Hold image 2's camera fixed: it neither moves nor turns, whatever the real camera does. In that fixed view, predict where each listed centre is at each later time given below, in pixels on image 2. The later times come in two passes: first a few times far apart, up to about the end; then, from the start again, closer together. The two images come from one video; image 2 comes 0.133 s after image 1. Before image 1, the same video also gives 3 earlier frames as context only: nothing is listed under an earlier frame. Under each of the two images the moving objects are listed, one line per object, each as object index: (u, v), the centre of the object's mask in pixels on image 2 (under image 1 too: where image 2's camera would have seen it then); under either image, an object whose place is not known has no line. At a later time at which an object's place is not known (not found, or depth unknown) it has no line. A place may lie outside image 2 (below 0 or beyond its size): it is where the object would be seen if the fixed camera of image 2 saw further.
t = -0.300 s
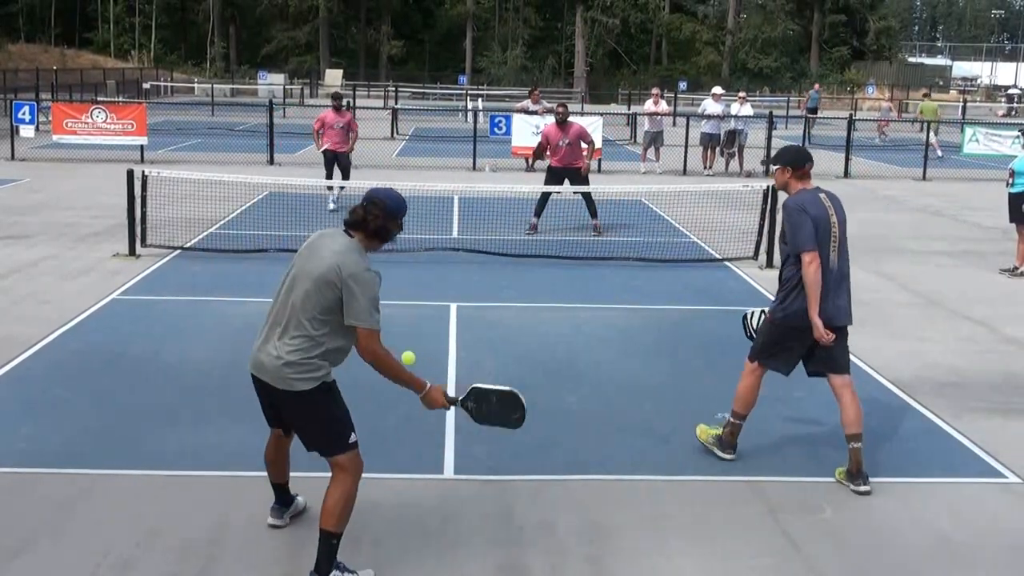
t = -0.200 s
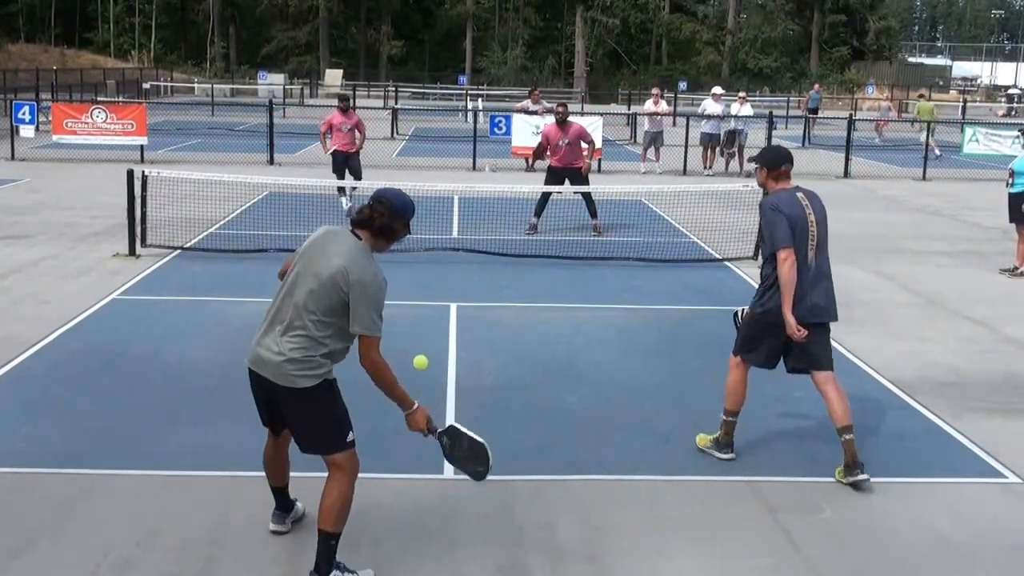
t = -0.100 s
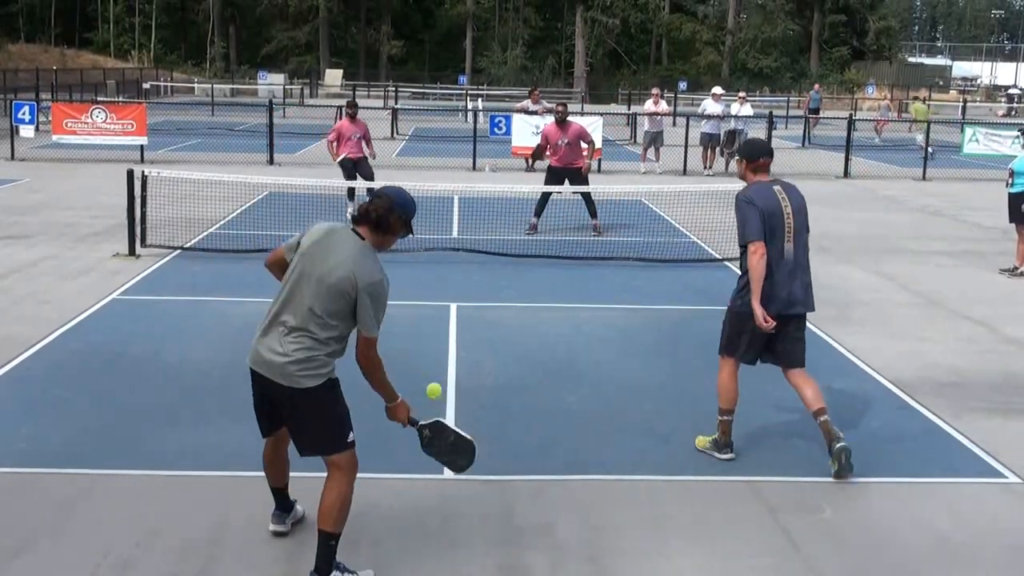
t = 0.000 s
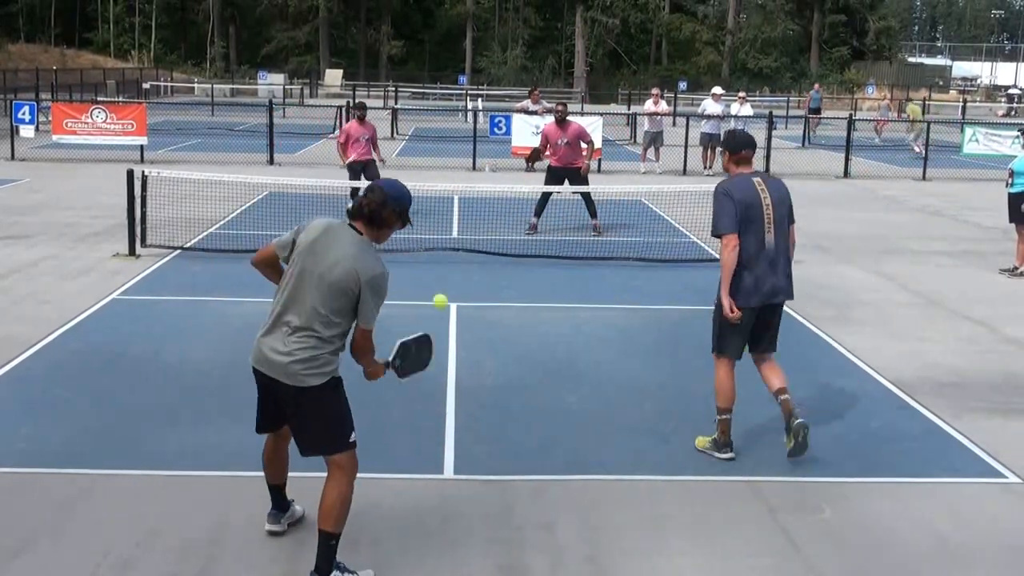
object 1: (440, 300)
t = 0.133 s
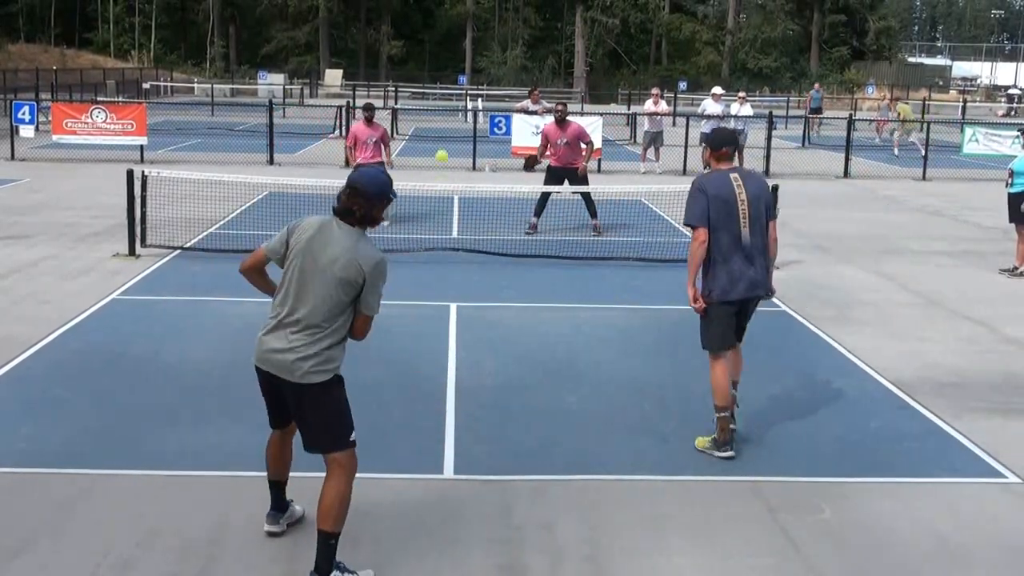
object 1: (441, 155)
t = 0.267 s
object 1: (443, 78)
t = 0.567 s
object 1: (445, 35)
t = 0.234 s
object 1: (443, 93)
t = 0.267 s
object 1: (443, 78)
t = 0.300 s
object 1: (444, 65)
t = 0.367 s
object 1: (444, 47)
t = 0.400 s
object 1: (445, 41)
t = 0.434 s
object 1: (445, 37)
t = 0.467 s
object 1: (445, 35)
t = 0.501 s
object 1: (445, 34)
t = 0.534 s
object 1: (445, 34)
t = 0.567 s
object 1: (445, 35)
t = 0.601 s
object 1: (446, 38)
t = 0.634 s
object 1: (446, 42)
